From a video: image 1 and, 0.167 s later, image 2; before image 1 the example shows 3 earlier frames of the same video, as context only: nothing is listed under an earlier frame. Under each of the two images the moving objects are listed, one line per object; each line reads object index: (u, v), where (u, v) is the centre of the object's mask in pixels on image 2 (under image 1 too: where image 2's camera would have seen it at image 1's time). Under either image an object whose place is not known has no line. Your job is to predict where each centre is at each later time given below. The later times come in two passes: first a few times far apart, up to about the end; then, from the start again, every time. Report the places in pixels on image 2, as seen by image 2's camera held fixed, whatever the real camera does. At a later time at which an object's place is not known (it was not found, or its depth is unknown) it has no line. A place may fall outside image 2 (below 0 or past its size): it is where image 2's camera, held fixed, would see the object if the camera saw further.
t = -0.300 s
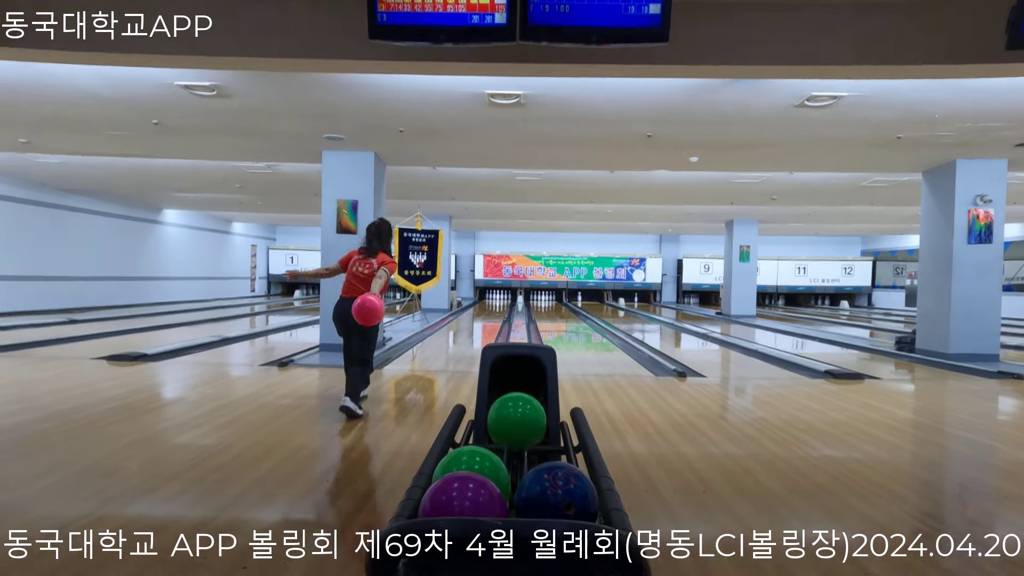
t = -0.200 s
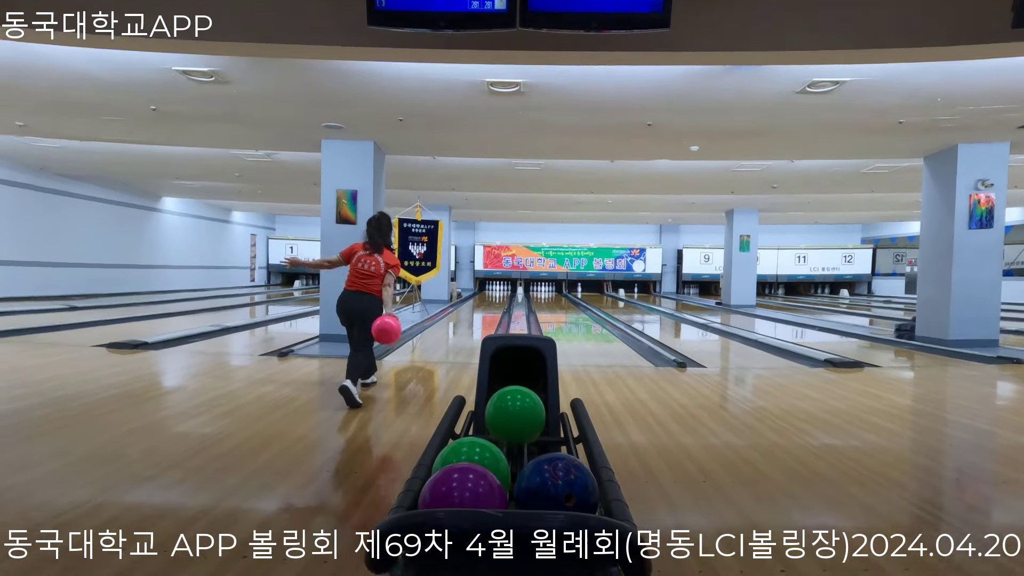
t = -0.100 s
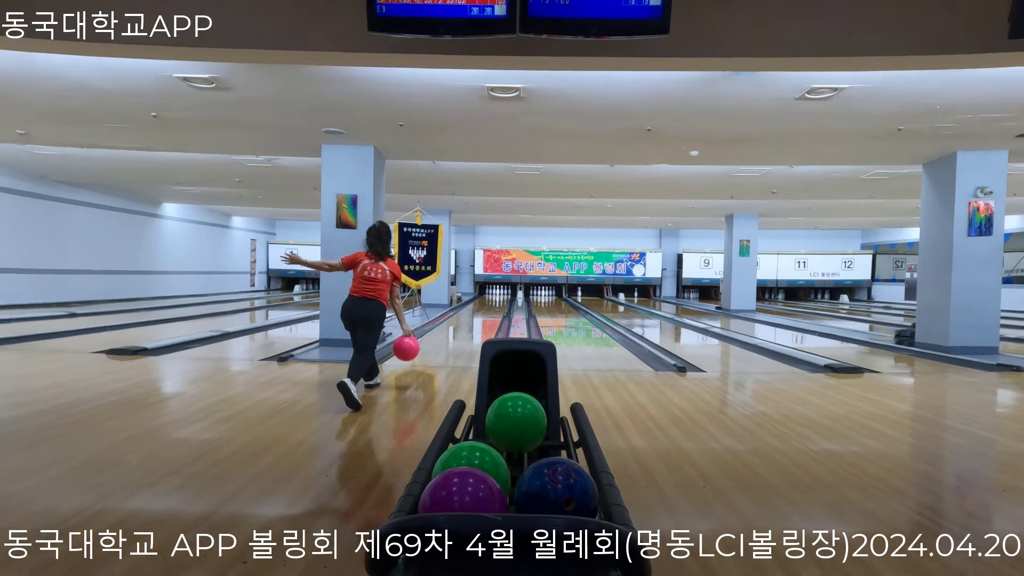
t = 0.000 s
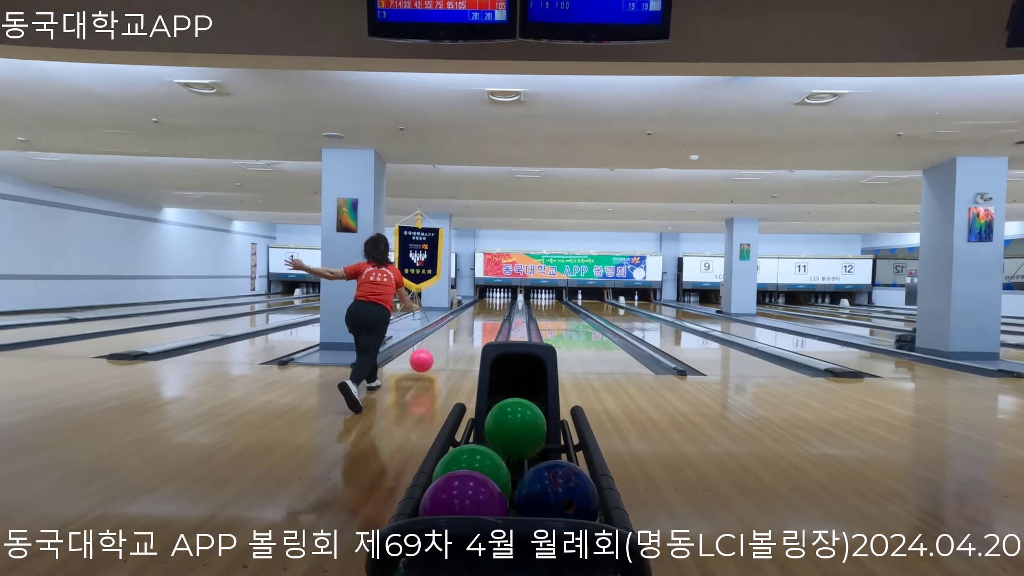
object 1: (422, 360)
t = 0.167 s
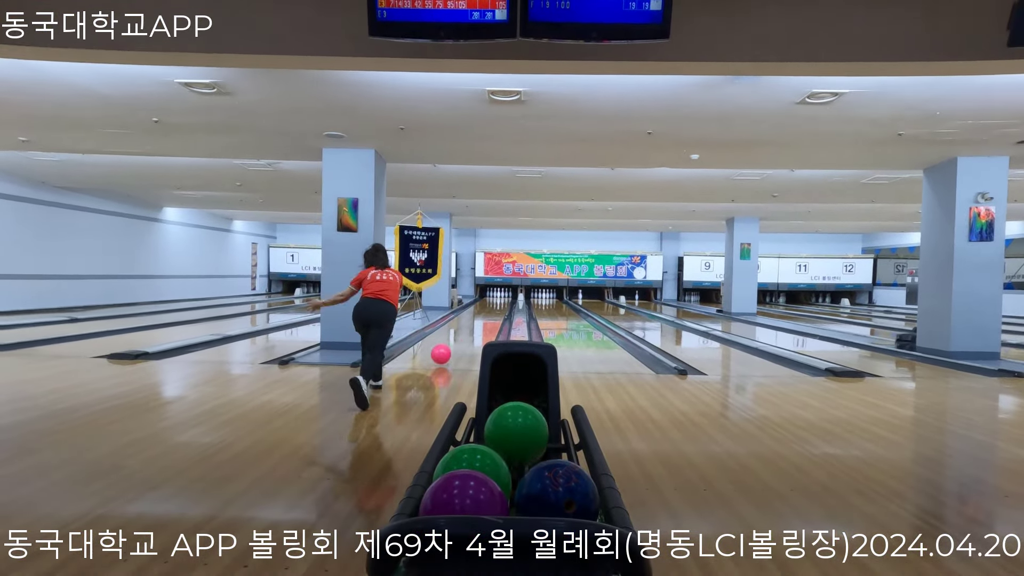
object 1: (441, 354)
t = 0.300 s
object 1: (452, 346)
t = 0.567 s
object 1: (469, 334)
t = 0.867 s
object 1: (482, 324)
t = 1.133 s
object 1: (489, 318)
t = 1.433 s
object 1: (496, 313)
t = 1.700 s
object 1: (501, 308)
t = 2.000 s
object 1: (504, 305)
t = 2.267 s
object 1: (507, 302)
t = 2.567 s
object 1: (508, 300)
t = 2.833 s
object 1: (510, 298)
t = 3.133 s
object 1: (512, 297)
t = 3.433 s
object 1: (515, 299)
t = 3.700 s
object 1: (514, 298)
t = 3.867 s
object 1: (514, 298)
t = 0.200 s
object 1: (444, 353)
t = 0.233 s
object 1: (447, 351)
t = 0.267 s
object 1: (450, 349)
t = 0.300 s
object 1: (452, 346)
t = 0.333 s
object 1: (455, 345)
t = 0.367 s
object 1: (457, 343)
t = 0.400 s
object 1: (459, 341)
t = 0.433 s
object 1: (461, 339)
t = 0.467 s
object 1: (463, 338)
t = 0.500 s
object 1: (465, 336)
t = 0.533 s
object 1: (467, 335)
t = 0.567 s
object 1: (469, 334)
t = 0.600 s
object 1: (470, 333)
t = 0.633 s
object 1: (472, 331)
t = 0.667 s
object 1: (474, 330)
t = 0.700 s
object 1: (475, 329)
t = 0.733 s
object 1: (476, 328)
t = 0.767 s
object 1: (478, 327)
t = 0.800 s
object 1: (479, 326)
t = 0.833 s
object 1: (480, 325)
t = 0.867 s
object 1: (482, 324)
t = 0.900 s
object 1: (483, 323)
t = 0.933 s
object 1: (484, 322)
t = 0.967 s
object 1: (485, 322)
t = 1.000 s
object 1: (486, 321)
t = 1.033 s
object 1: (487, 320)
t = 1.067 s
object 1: (488, 319)
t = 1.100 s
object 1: (489, 319)
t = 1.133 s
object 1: (489, 318)
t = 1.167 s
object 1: (490, 317)
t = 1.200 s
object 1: (491, 317)
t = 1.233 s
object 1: (492, 316)
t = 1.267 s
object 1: (493, 315)
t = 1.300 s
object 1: (493, 315)
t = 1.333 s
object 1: (494, 314)
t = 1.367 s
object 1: (495, 314)
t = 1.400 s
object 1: (495, 313)
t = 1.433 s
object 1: (496, 313)
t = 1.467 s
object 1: (497, 312)
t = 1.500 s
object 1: (497, 312)
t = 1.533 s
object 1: (498, 311)
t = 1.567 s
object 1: (498, 311)
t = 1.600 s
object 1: (499, 310)
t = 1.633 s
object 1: (499, 309)
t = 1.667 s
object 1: (500, 309)
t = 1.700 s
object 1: (501, 308)
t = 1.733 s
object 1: (501, 307)
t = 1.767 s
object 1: (502, 307)
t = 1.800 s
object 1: (502, 307)
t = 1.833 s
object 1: (502, 306)
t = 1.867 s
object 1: (502, 306)
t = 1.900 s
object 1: (503, 306)
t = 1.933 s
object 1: (503, 305)
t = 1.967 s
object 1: (504, 305)
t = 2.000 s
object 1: (504, 305)
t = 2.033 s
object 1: (505, 304)
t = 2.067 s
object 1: (505, 304)
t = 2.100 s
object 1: (505, 304)
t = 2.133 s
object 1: (505, 304)
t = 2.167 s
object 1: (505, 303)
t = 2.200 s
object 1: (506, 303)
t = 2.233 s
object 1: (506, 303)
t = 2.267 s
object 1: (507, 302)
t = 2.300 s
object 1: (507, 301)
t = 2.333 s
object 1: (507, 302)
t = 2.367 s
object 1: (507, 301)
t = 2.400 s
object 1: (508, 301)
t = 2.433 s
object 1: (508, 300)
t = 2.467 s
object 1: (508, 300)
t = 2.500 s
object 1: (508, 300)
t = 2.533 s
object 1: (508, 300)
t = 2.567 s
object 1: (508, 300)
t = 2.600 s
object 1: (508, 300)
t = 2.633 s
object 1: (509, 299)
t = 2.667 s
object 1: (509, 299)
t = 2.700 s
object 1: (509, 299)
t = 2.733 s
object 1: (509, 299)
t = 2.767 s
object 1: (509, 299)
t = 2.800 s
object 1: (510, 299)
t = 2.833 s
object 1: (510, 298)
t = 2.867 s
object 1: (510, 298)
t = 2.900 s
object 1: (510, 298)
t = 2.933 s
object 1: (510, 297)
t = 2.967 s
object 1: (511, 297)
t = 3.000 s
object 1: (511, 297)
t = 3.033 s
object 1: (511, 297)
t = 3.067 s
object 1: (511, 297)
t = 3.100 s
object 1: (511, 297)
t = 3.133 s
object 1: (512, 297)
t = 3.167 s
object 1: (512, 297)
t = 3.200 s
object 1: (512, 297)
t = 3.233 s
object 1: (513, 297)
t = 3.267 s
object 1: (513, 298)
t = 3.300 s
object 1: (514, 298)
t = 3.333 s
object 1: (514, 299)
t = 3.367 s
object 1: (514, 299)
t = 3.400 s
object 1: (514, 299)
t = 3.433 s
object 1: (515, 299)
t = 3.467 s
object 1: (515, 298)
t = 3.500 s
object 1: (515, 298)
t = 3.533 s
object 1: (514, 299)
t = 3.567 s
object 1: (514, 297)
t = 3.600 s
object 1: (514, 296)
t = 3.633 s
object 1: (515, 295)
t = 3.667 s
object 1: (514, 296)
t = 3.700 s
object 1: (514, 298)
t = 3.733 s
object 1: (514, 298)
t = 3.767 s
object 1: (514, 299)
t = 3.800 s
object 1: (515, 299)
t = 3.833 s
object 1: (515, 298)
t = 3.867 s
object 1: (514, 298)
